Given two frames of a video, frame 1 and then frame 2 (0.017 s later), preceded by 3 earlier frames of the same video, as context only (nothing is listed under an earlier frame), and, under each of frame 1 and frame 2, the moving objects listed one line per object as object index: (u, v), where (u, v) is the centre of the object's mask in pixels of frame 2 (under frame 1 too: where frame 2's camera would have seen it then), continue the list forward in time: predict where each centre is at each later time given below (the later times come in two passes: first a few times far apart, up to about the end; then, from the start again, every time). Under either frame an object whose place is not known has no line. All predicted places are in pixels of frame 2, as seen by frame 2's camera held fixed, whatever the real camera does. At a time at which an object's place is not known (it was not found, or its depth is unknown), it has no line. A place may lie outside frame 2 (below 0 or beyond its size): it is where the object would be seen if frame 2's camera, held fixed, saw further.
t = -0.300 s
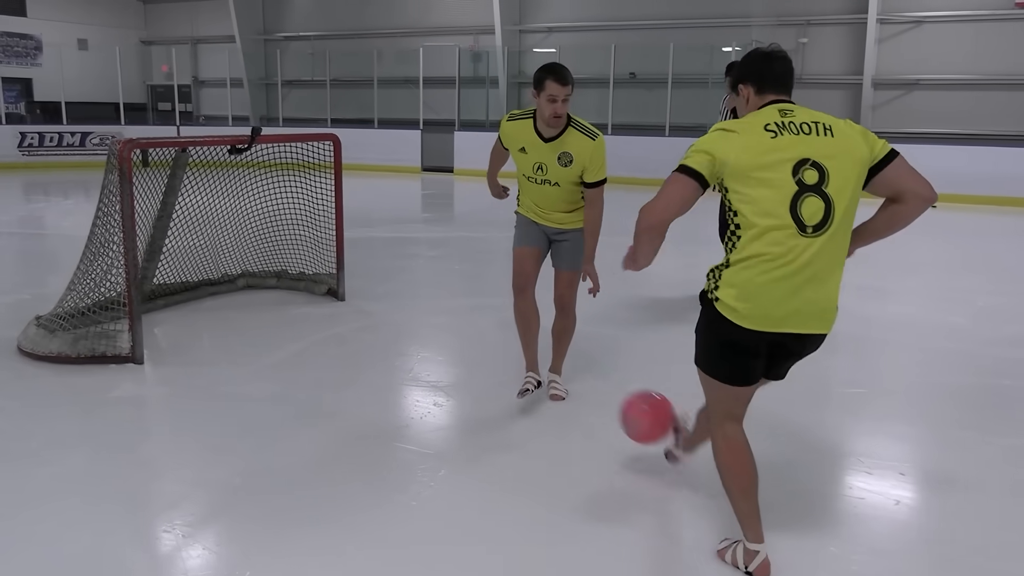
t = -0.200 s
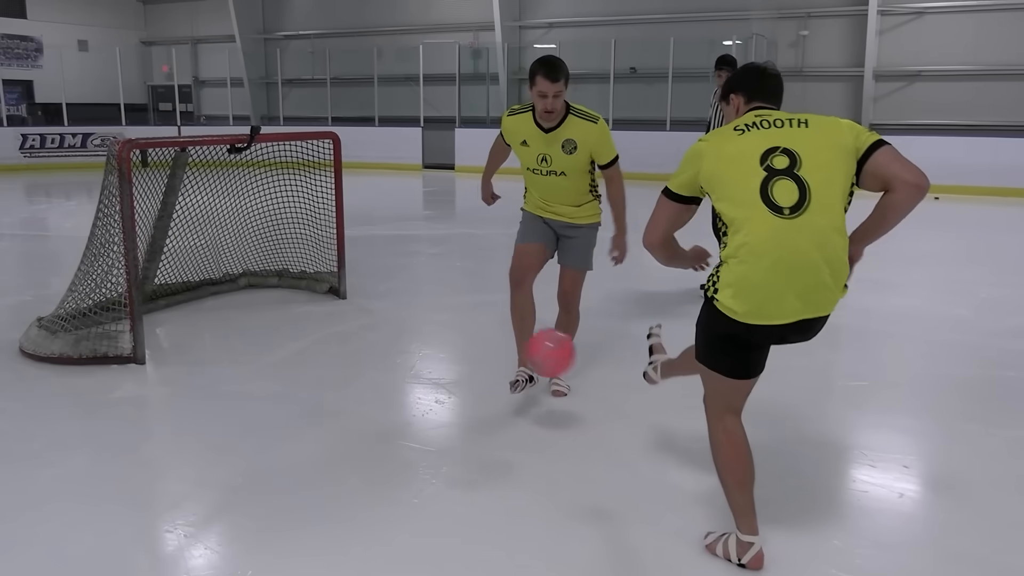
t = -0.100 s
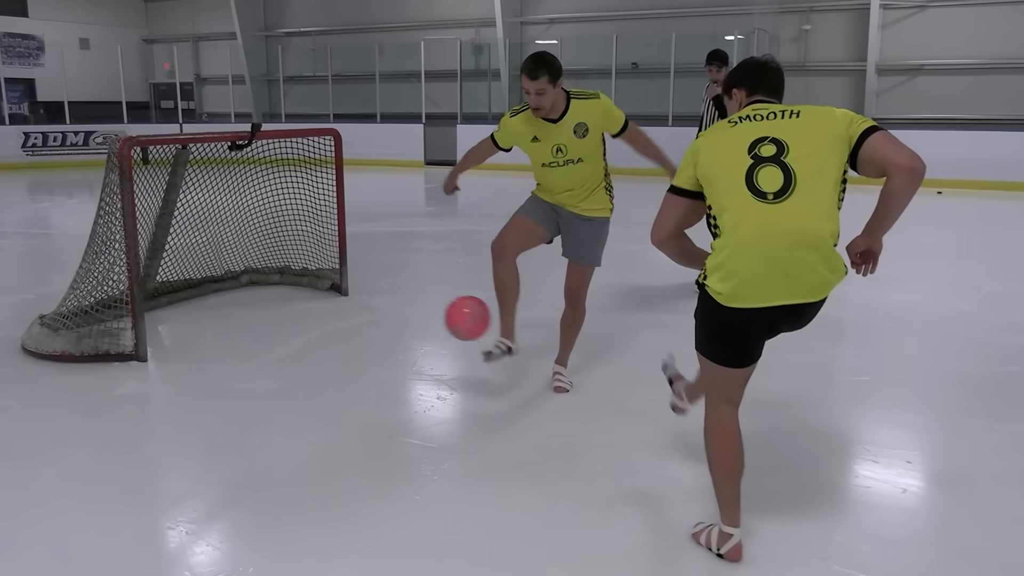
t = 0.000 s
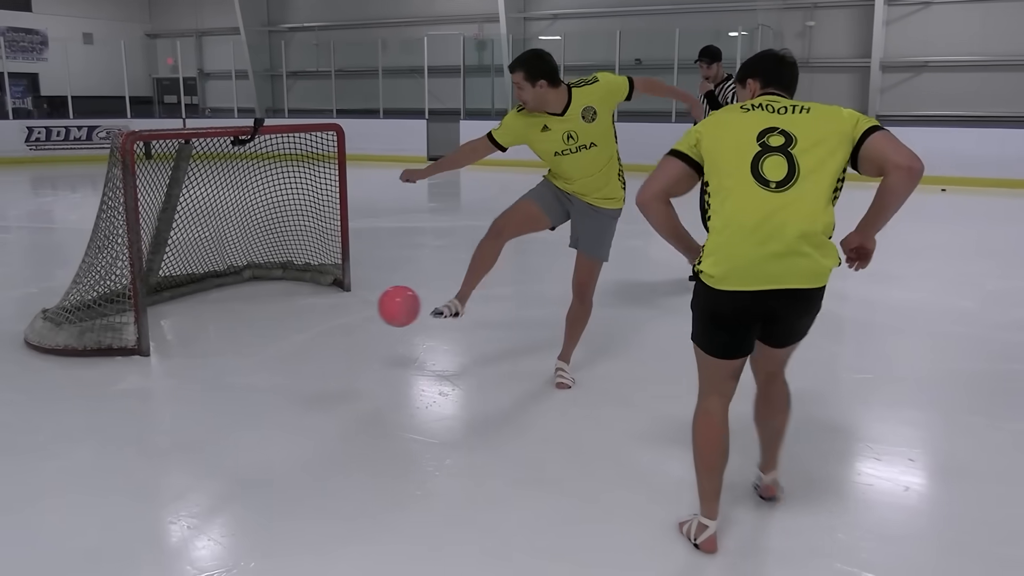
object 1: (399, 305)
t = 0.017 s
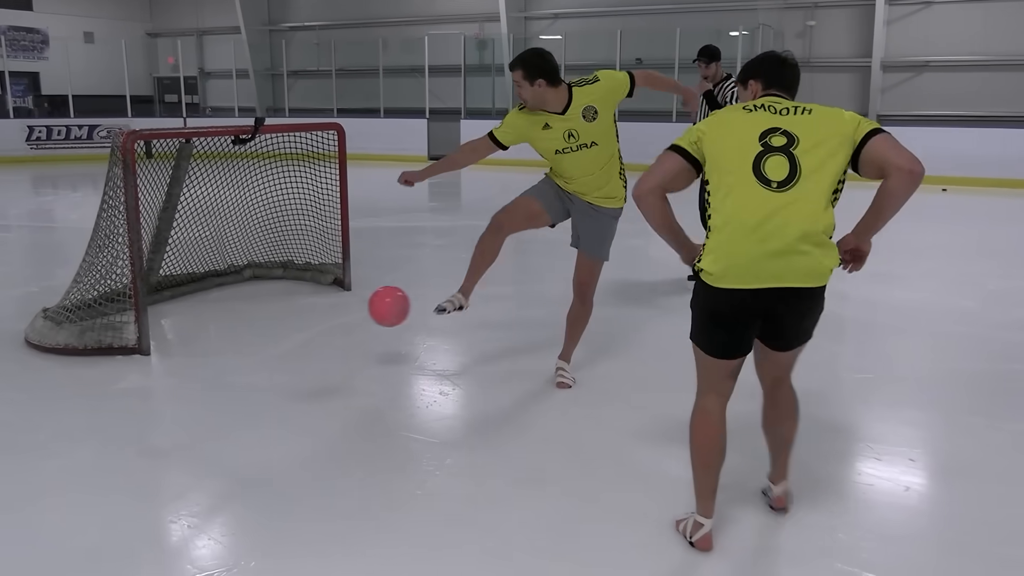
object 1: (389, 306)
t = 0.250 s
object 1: (269, 310)
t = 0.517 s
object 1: (174, 284)
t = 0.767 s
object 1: (184, 247)
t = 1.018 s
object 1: (215, 272)
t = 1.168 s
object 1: (231, 271)
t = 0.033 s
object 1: (379, 307)
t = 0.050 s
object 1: (369, 309)
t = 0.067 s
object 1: (359, 311)
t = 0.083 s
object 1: (350, 313)
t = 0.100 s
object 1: (341, 316)
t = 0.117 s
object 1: (332, 319)
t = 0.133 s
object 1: (324, 323)
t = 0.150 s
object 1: (315, 327)
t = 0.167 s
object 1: (307, 328)
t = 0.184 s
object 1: (299, 324)
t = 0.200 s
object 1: (291, 319)
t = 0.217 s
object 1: (284, 315)
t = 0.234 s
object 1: (276, 312)
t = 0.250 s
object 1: (269, 310)
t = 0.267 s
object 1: (262, 307)
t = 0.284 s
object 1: (255, 306)
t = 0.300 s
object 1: (248, 304)
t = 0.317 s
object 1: (241, 304)
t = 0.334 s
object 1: (235, 303)
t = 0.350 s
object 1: (229, 303)
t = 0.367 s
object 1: (223, 300)
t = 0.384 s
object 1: (217, 297)
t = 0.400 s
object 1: (211, 294)
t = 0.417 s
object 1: (205, 292)
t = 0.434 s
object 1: (199, 290)
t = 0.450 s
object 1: (194, 289)
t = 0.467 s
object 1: (189, 288)
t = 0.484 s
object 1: (183, 288)
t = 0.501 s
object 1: (177, 287)
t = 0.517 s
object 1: (174, 284)
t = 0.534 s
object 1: (173, 279)
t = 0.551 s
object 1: (173, 275)
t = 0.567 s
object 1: (173, 270)
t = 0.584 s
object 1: (173, 265)
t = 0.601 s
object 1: (174, 261)
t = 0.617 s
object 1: (174, 258)
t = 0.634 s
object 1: (174, 256)
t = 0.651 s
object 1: (176, 253)
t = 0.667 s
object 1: (176, 251)
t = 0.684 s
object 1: (177, 249)
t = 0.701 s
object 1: (178, 248)
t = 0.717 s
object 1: (179, 247)
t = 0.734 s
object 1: (181, 247)
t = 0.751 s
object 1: (183, 247)
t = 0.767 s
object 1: (184, 247)
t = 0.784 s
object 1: (186, 248)
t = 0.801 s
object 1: (188, 249)
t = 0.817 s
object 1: (191, 250)
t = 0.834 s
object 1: (193, 252)
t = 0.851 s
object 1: (195, 254)
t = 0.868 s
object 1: (197, 258)
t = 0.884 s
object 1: (199, 259)
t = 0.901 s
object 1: (201, 263)
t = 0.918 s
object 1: (204, 266)
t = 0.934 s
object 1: (205, 271)
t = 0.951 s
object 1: (208, 274)
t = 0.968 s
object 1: (210, 277)
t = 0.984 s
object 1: (211, 275)
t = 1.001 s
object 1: (213, 274)
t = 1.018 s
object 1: (215, 272)
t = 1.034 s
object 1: (216, 270)
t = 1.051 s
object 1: (219, 270)
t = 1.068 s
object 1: (221, 269)
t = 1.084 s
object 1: (223, 268)
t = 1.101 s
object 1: (224, 268)
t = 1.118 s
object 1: (226, 268)
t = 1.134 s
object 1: (228, 269)
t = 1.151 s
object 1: (229, 270)
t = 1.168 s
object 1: (231, 271)
